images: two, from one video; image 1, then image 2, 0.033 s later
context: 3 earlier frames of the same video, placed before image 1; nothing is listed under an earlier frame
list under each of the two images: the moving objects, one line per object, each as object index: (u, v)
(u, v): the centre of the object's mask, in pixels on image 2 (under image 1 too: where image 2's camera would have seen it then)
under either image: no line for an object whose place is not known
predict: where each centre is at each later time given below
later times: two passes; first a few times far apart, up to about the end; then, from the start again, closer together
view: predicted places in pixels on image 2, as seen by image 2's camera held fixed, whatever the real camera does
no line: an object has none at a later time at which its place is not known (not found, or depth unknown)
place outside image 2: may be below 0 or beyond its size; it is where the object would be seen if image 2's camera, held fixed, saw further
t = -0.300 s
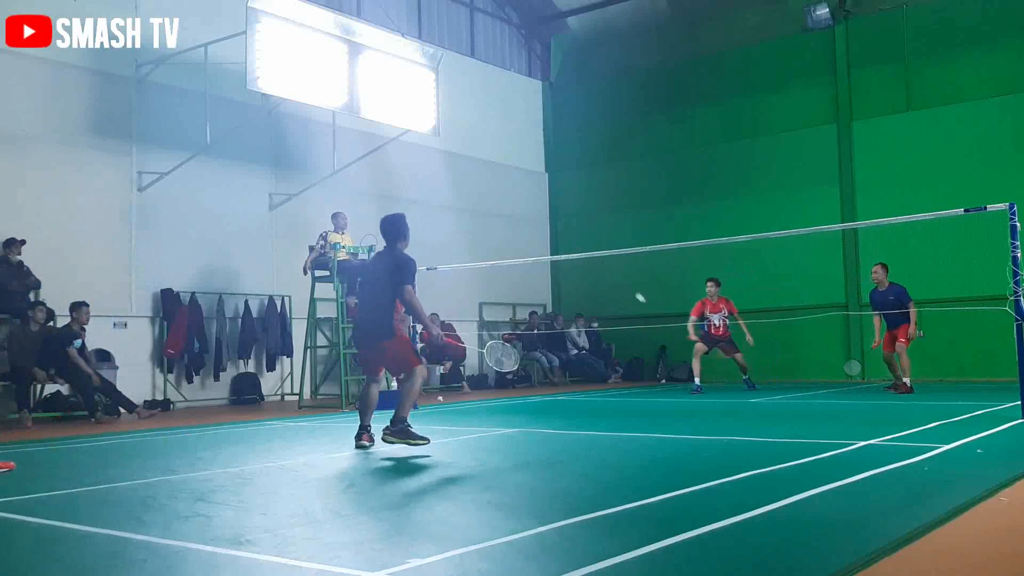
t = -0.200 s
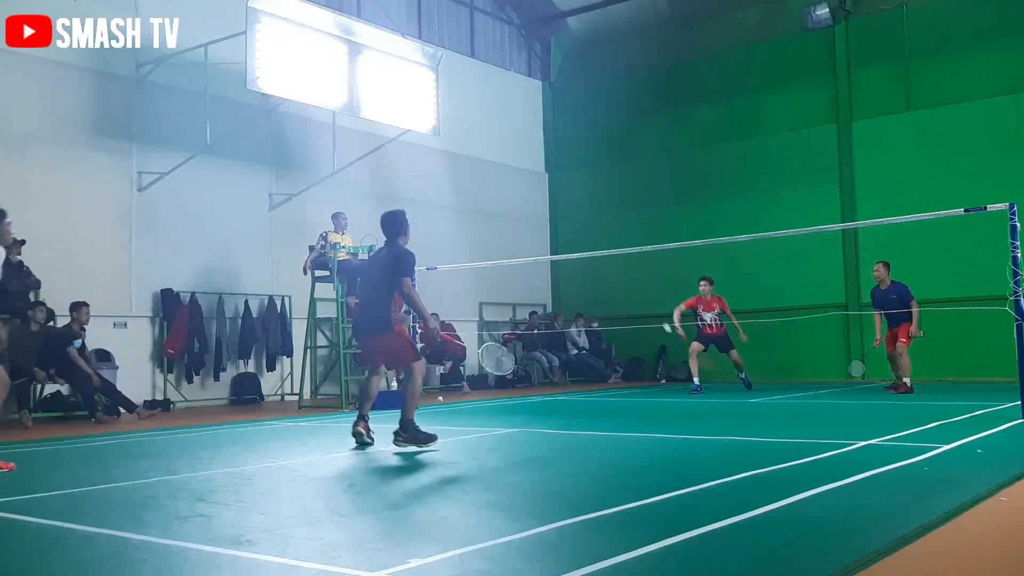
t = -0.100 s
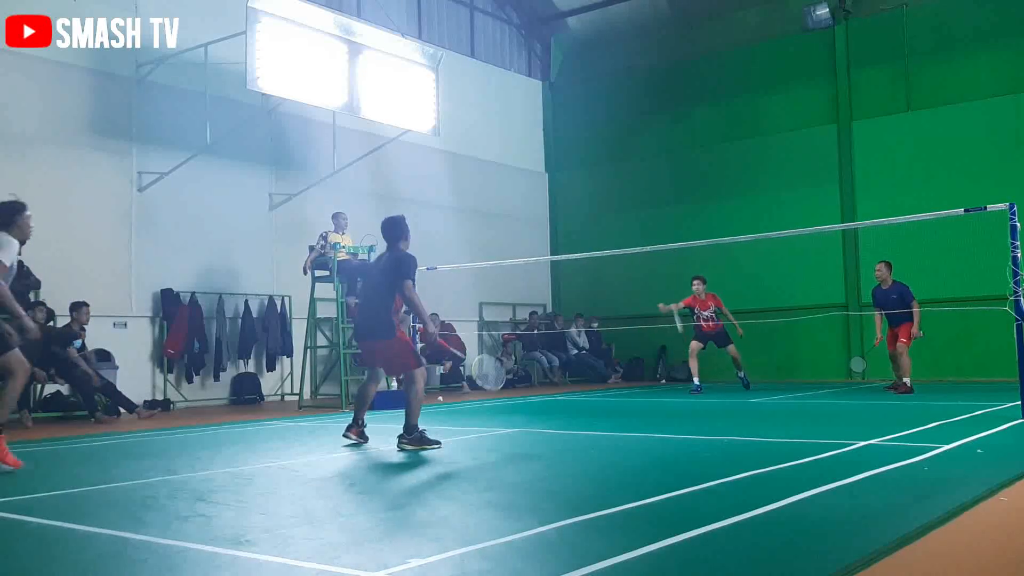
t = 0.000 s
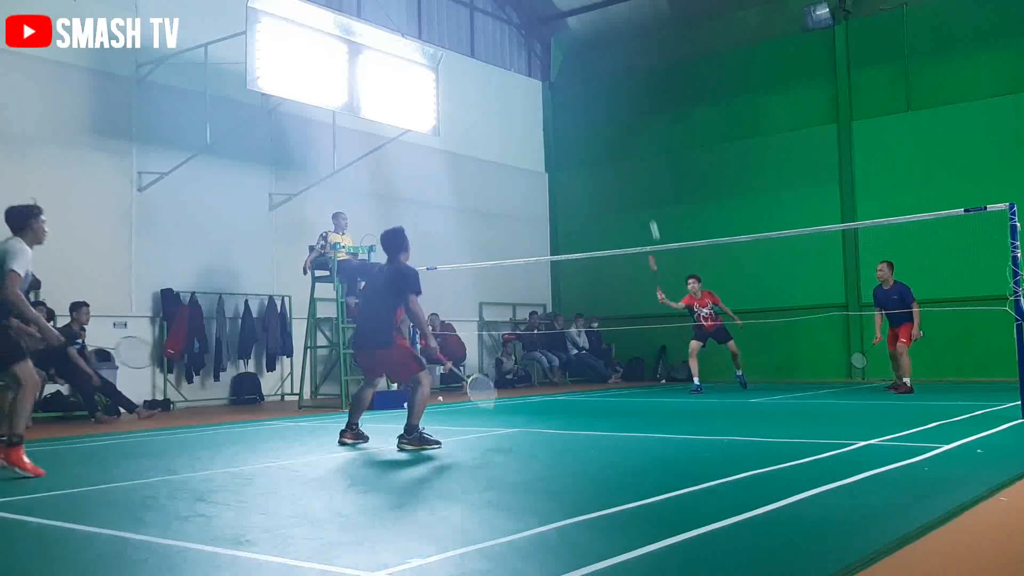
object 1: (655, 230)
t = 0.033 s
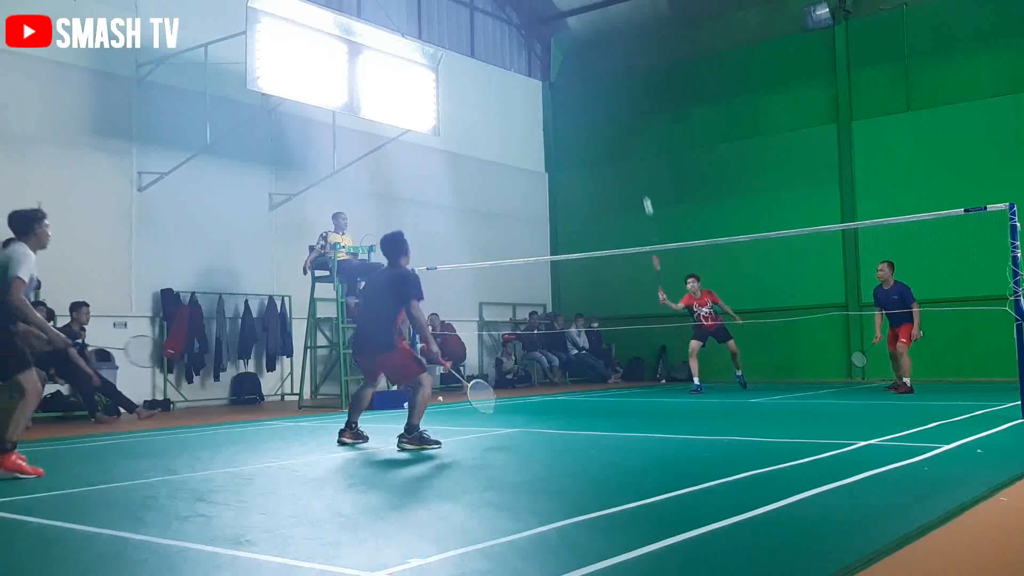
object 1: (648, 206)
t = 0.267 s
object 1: (606, 80)
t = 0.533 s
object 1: (556, 21)
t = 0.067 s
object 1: (642, 184)
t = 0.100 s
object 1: (636, 163)
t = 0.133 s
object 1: (630, 143)
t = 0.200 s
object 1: (618, 109)
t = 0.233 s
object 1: (612, 94)
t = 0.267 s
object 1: (606, 80)
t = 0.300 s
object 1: (600, 67)
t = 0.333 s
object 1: (594, 56)
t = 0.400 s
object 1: (582, 38)
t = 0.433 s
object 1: (576, 31)
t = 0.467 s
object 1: (570, 26)
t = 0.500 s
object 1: (563, 23)
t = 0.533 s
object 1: (556, 21)
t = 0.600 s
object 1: (543, 21)
